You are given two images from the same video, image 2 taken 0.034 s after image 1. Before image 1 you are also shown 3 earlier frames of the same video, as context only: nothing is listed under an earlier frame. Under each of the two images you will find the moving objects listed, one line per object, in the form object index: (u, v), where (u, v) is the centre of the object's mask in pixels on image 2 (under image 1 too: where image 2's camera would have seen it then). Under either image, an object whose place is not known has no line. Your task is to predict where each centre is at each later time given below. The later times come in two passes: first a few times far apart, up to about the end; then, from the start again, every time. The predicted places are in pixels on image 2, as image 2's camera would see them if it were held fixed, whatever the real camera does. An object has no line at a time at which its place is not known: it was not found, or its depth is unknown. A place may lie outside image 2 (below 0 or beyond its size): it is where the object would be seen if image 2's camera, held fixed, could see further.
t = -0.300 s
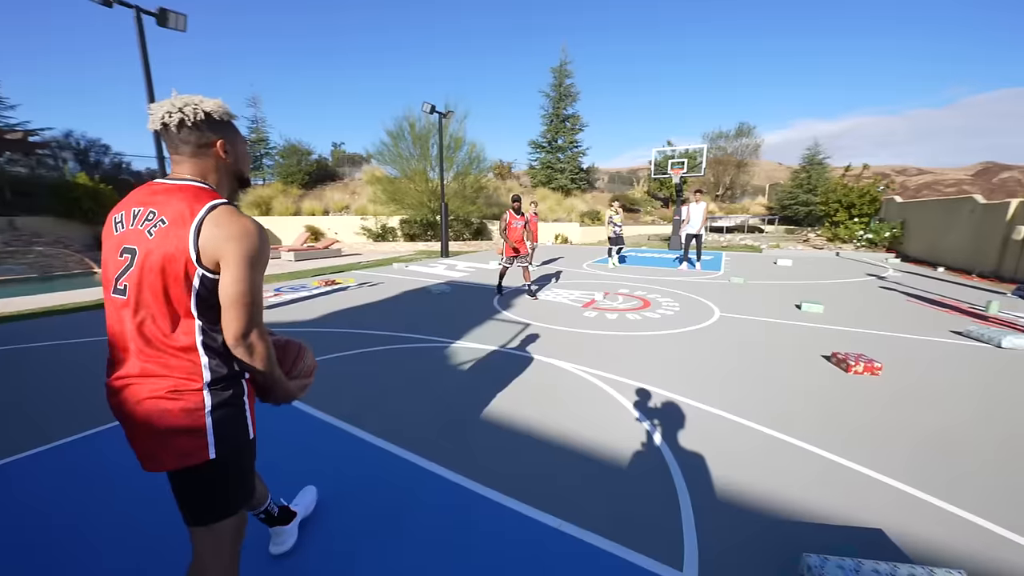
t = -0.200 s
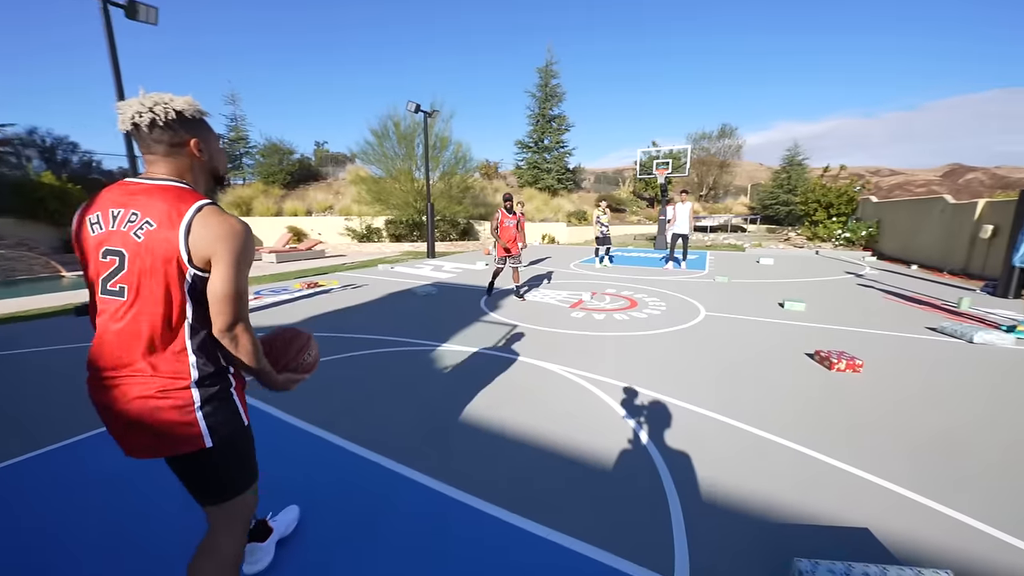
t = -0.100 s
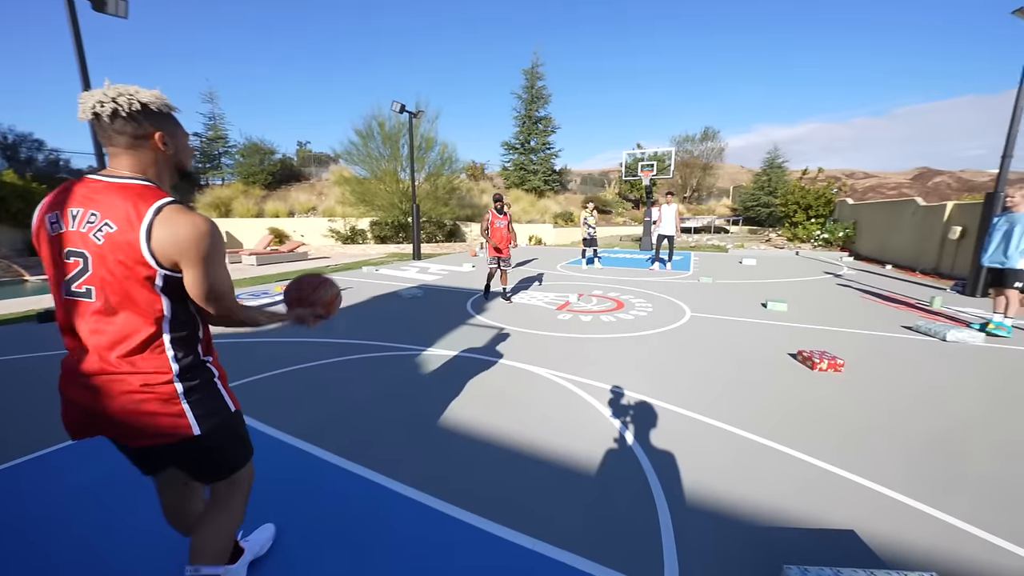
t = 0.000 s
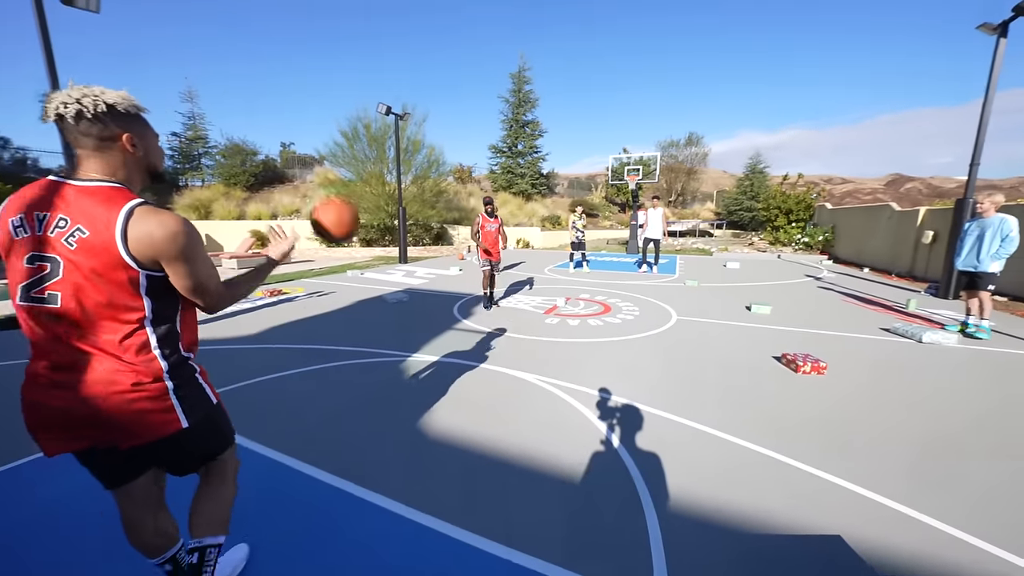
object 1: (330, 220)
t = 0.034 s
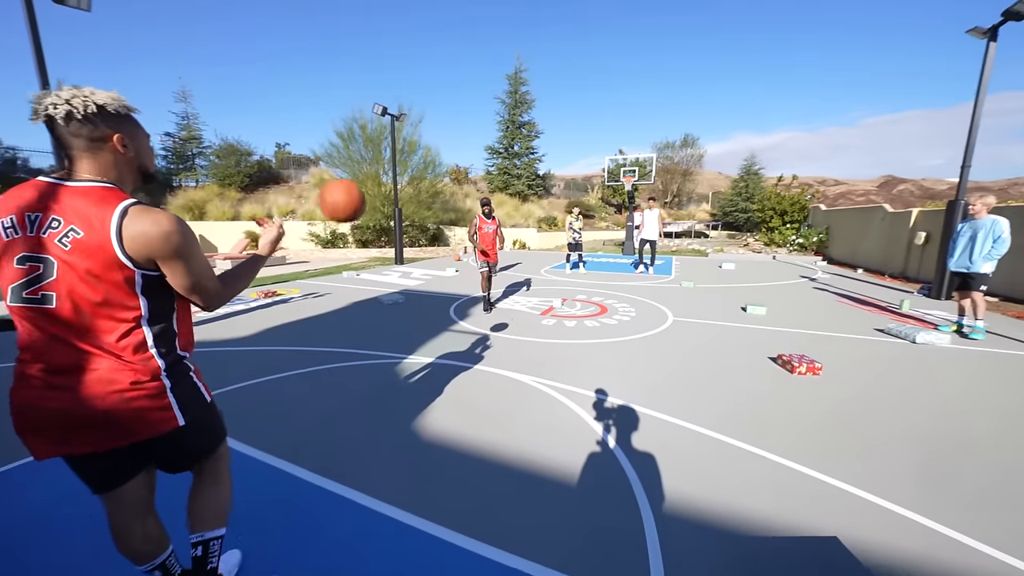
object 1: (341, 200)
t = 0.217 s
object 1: (393, 144)
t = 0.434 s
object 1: (438, 154)
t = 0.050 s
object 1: (346, 192)
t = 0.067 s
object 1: (352, 184)
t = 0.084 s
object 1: (357, 177)
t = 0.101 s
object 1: (362, 171)
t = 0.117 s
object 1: (367, 165)
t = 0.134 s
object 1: (371, 160)
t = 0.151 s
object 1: (375, 156)
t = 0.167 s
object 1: (379, 152)
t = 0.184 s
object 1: (384, 149)
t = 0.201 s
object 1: (389, 146)
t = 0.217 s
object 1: (393, 144)
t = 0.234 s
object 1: (397, 143)
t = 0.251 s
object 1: (402, 142)
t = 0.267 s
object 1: (405, 141)
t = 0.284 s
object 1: (409, 141)
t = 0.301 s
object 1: (412, 141)
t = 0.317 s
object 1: (416, 142)
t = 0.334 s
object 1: (419, 142)
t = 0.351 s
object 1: (422, 144)
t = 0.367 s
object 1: (426, 145)
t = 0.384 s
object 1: (429, 147)
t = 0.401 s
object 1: (432, 149)
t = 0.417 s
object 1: (435, 152)
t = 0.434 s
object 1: (438, 154)
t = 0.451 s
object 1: (440, 157)
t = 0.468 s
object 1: (443, 160)
